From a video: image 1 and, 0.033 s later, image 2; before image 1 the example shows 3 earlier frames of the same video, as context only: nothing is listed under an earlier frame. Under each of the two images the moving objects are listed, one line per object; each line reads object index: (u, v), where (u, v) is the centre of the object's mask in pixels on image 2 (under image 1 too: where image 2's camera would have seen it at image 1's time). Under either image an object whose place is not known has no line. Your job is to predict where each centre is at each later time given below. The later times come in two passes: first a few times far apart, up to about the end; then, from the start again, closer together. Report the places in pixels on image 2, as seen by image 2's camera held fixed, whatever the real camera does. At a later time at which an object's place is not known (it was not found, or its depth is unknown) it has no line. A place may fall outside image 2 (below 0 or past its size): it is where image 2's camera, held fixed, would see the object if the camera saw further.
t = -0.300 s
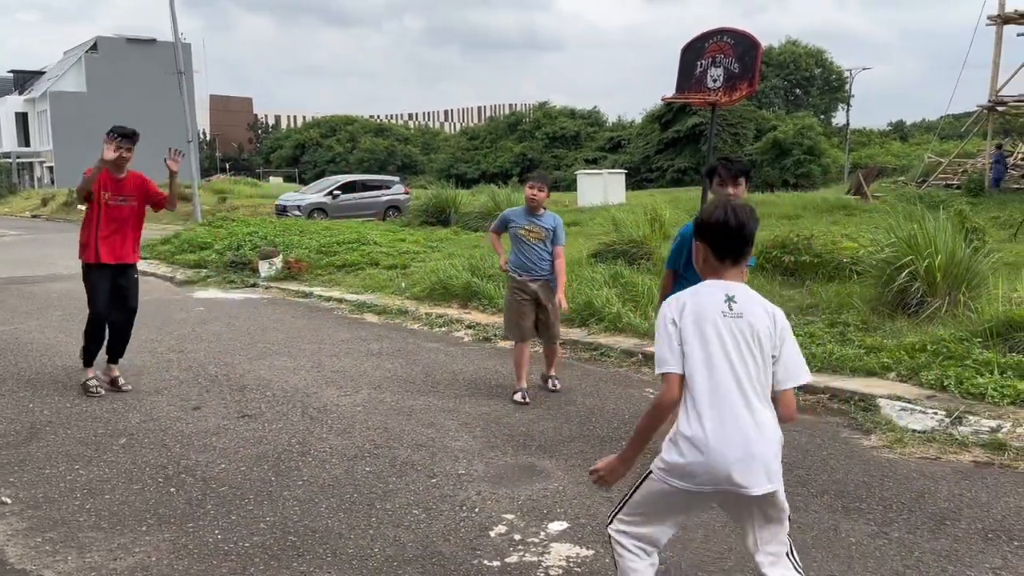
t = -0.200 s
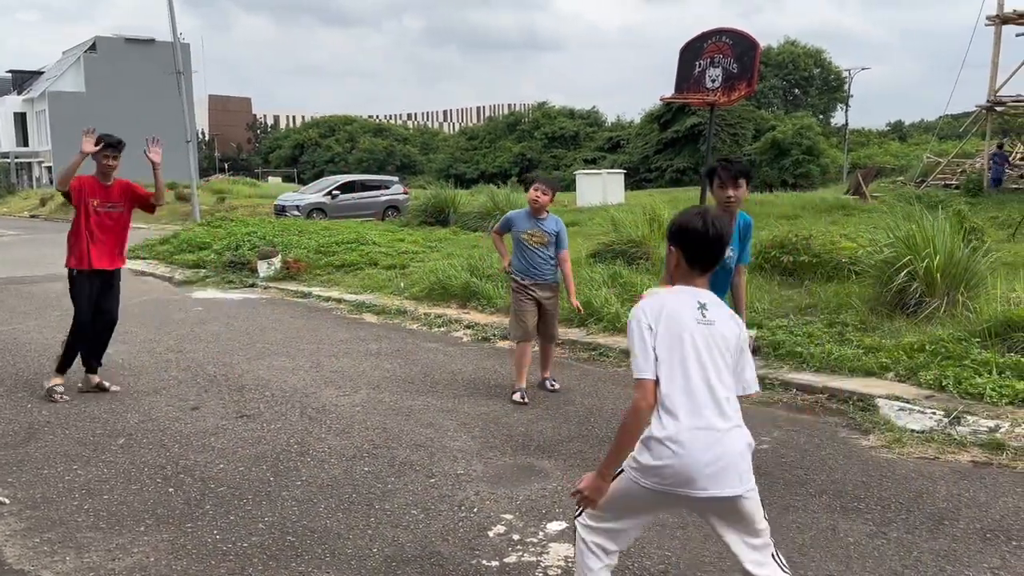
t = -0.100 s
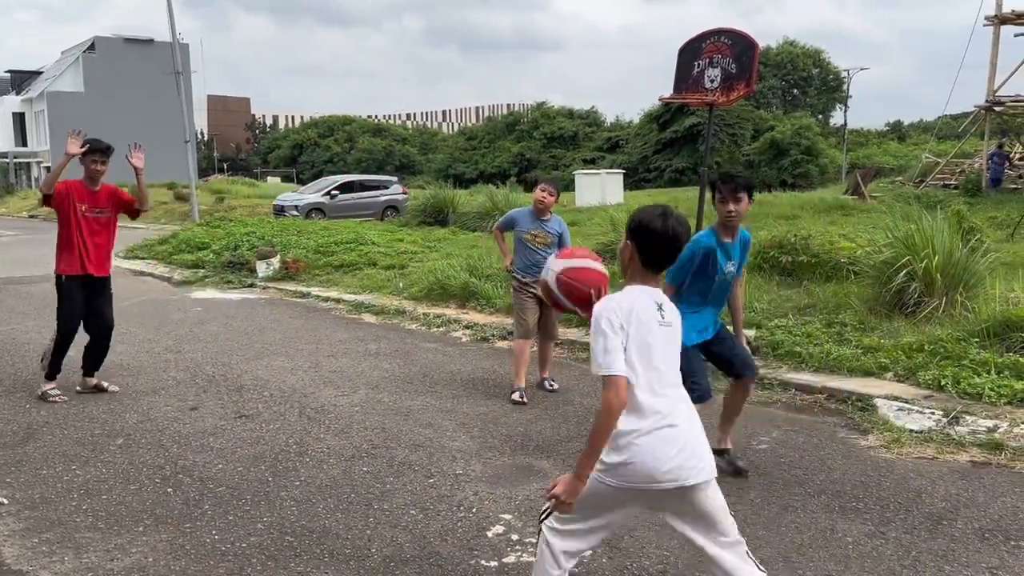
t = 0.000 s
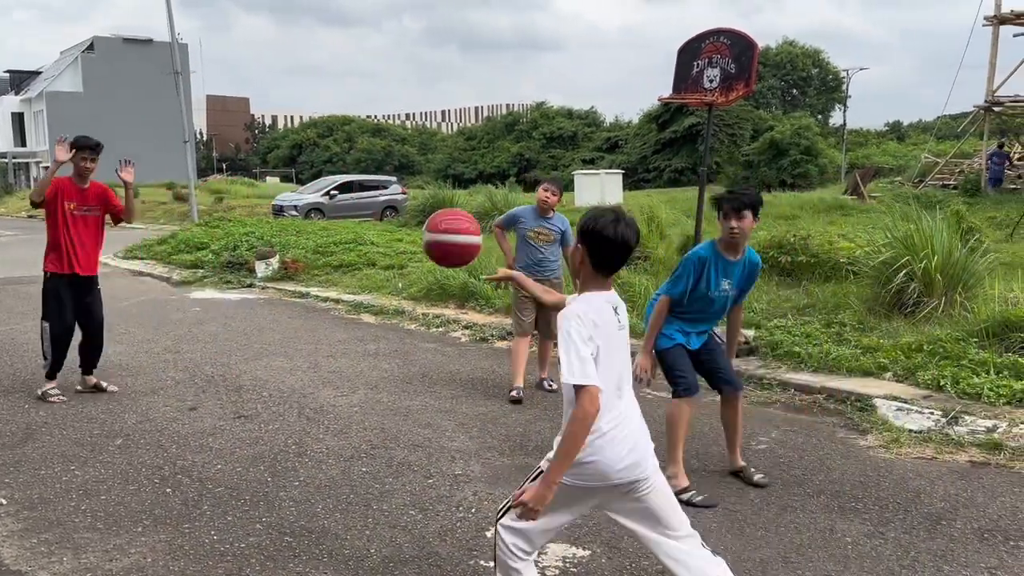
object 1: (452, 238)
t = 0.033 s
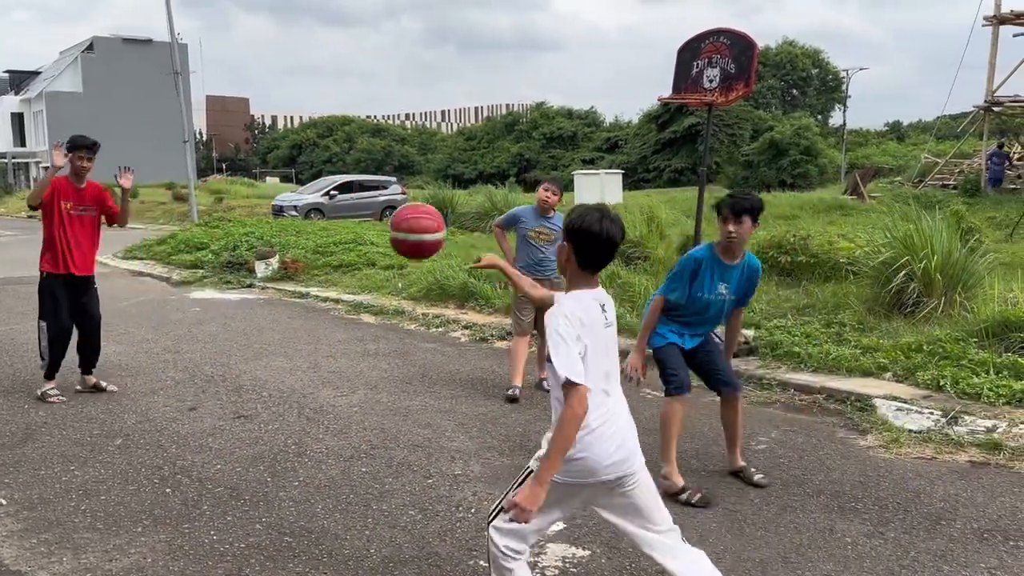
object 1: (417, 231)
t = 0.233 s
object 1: (259, 241)
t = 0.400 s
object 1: (173, 298)
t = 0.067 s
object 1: (385, 227)
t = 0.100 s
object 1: (356, 225)
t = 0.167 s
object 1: (304, 229)
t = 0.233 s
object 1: (259, 241)
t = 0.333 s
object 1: (204, 272)
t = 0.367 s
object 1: (188, 284)
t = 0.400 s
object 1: (173, 298)
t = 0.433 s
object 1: (160, 312)
